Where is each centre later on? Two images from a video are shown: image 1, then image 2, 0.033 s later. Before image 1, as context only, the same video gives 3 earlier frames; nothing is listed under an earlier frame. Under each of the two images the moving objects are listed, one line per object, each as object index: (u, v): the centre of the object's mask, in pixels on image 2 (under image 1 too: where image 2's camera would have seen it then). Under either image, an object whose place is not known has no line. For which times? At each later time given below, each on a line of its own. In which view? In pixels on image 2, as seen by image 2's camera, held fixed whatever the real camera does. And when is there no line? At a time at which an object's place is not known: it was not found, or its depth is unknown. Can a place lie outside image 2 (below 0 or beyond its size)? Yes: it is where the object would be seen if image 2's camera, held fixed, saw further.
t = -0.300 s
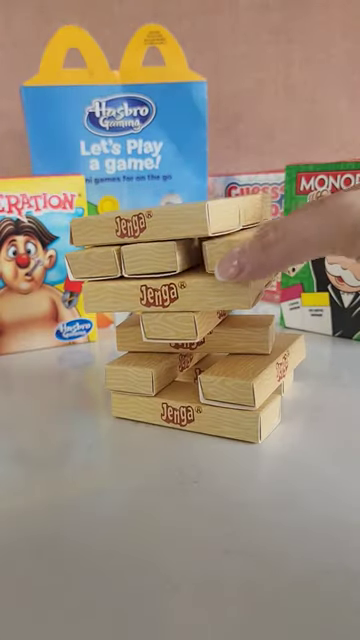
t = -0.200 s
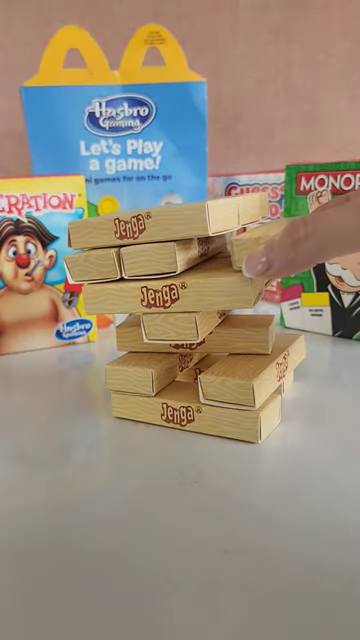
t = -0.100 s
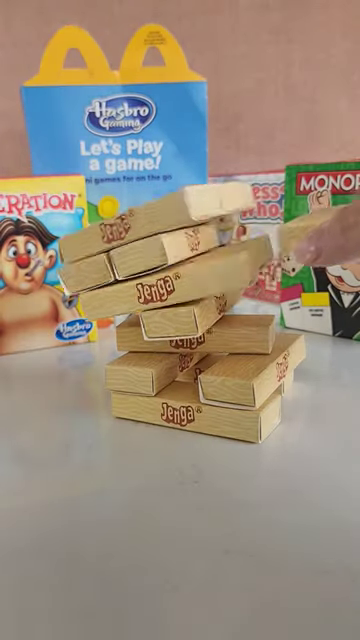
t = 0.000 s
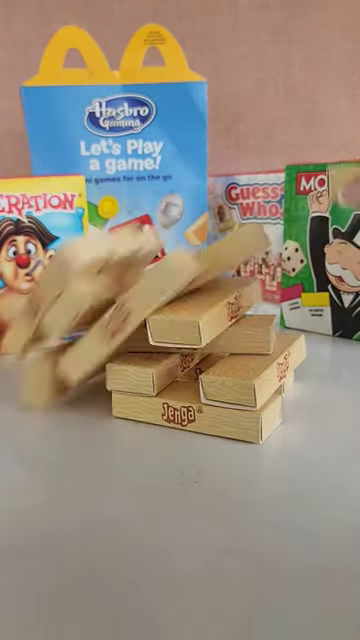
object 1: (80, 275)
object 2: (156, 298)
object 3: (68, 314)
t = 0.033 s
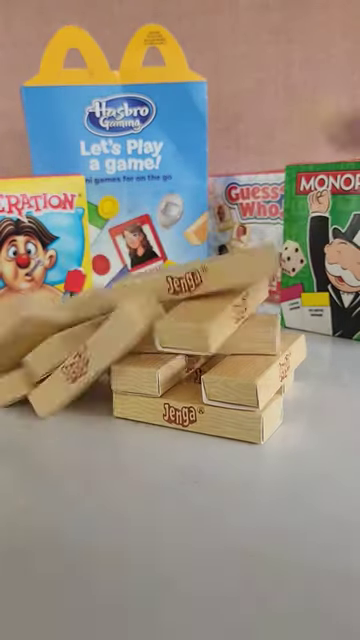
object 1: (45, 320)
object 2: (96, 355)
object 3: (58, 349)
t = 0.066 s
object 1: (47, 329)
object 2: (95, 357)
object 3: (38, 367)
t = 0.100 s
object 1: (44, 332)
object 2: (90, 360)
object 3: (25, 373)
